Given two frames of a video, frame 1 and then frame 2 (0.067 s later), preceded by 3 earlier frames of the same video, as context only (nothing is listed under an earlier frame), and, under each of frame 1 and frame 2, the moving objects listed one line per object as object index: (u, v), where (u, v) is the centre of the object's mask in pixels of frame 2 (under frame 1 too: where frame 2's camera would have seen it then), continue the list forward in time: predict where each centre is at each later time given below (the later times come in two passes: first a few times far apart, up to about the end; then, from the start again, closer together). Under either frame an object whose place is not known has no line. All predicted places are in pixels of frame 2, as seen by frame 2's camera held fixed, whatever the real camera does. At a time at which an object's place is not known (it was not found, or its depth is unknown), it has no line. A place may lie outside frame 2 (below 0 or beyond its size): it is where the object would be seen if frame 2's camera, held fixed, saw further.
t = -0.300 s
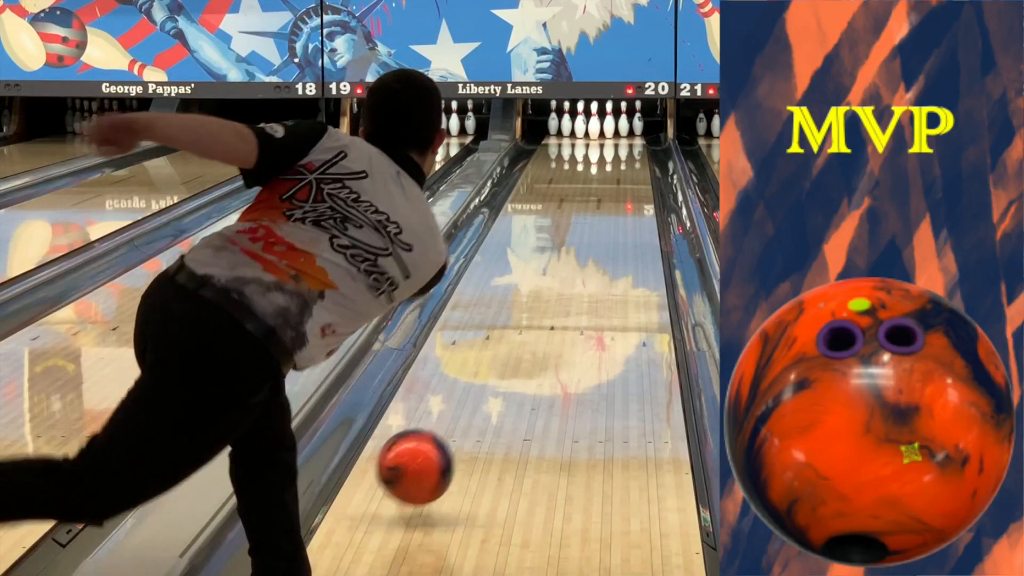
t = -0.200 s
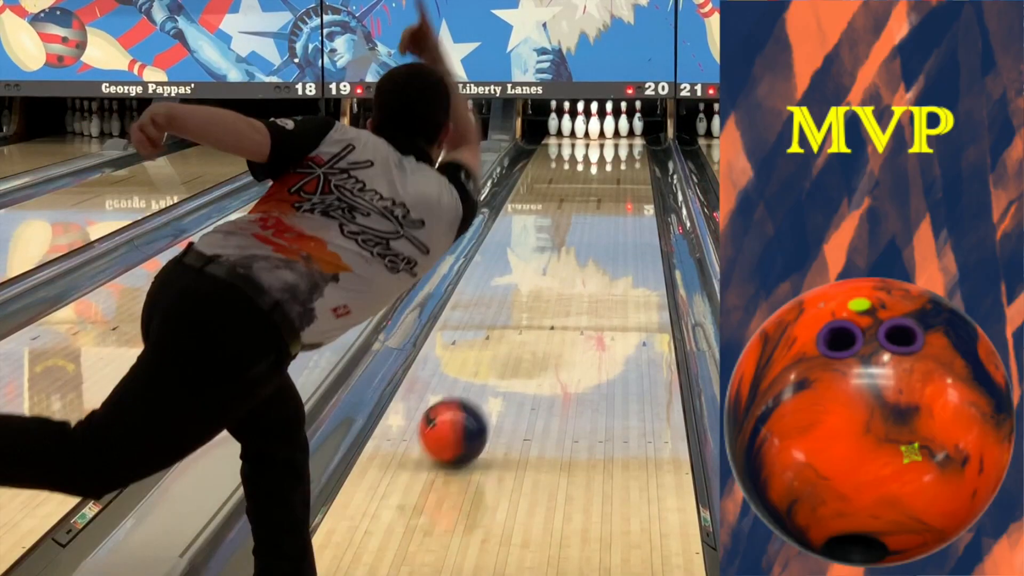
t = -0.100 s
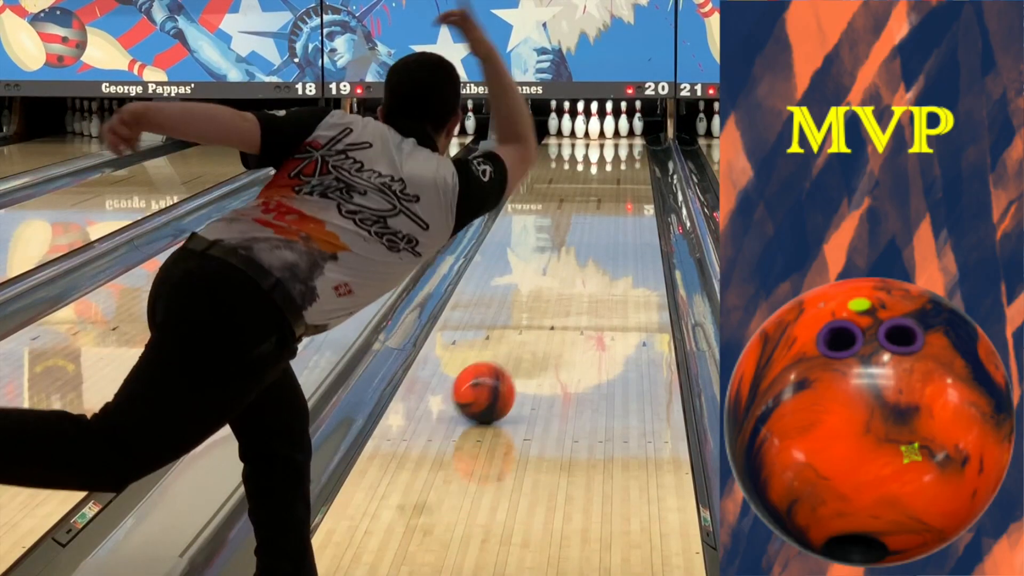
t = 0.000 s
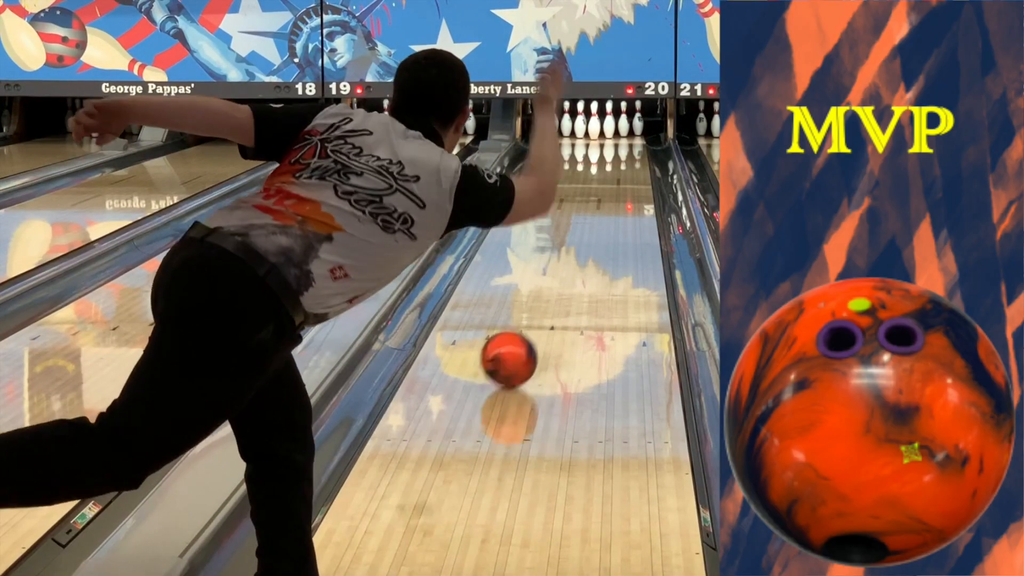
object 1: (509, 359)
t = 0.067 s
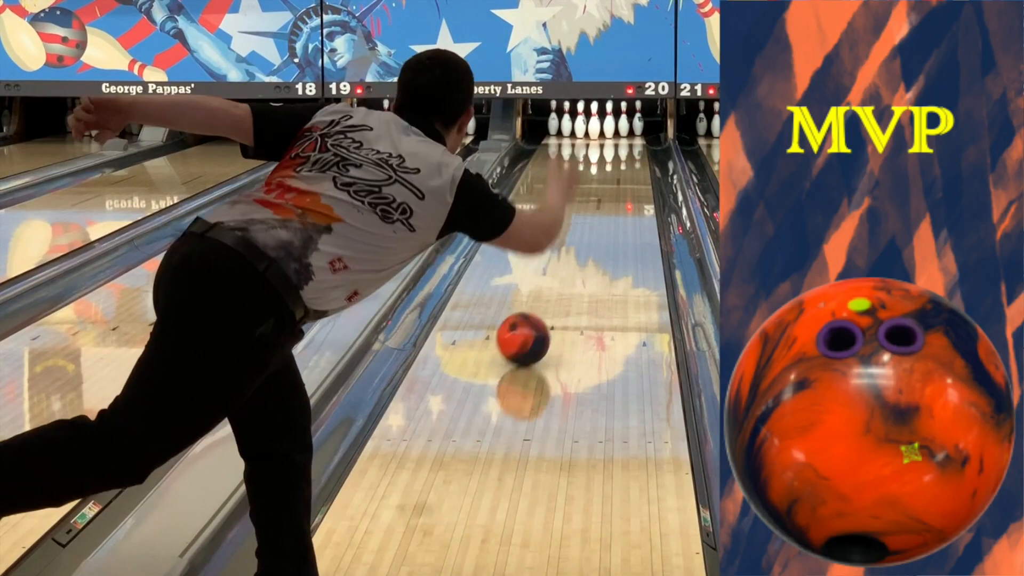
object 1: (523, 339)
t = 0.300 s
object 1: (562, 285)
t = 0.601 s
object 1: (595, 235)
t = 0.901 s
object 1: (617, 201)
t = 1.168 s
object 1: (630, 178)
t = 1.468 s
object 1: (636, 158)
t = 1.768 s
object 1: (628, 144)
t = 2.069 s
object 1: (607, 133)
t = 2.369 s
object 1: (596, 126)
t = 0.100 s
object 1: (530, 330)
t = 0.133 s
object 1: (536, 322)
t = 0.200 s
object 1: (548, 305)
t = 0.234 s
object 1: (552, 298)
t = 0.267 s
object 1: (557, 291)
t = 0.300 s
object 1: (562, 285)
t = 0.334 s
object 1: (567, 278)
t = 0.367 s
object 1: (571, 271)
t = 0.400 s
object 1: (575, 265)
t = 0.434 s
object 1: (579, 260)
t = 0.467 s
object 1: (582, 254)
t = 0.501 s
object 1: (586, 249)
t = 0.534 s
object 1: (589, 244)
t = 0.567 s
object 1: (592, 240)
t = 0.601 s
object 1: (595, 235)
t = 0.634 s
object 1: (598, 231)
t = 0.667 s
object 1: (601, 227)
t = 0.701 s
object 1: (603, 223)
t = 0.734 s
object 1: (606, 218)
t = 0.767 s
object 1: (608, 215)
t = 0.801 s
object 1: (611, 212)
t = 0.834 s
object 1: (613, 208)
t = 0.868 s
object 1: (614, 204)
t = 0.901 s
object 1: (617, 201)
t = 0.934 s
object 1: (619, 198)
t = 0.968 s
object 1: (621, 195)
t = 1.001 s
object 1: (622, 192)
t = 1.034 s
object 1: (624, 189)
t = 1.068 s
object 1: (626, 186)
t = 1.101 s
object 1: (627, 183)
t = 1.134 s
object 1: (628, 181)
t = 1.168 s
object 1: (630, 178)
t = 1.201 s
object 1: (631, 176)
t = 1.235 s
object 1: (632, 173)
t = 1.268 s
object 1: (633, 170)
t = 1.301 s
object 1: (634, 168)
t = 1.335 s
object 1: (635, 166)
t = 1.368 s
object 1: (635, 164)
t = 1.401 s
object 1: (635, 162)
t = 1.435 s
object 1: (636, 160)
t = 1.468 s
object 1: (636, 158)
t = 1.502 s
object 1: (636, 156)
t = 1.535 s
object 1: (635, 154)
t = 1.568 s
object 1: (635, 153)
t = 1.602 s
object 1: (634, 151)
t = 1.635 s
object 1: (634, 149)
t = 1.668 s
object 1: (633, 148)
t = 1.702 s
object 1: (631, 146)
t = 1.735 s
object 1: (630, 145)
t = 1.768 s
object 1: (628, 144)
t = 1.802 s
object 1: (626, 142)
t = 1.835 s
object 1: (624, 141)
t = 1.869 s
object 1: (622, 140)
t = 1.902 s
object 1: (620, 138)
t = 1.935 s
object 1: (617, 137)
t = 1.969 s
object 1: (615, 136)
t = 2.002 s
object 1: (612, 135)
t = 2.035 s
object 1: (610, 134)
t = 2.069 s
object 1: (607, 133)
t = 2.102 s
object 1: (605, 132)
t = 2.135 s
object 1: (603, 130)
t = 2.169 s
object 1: (601, 130)
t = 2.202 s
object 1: (602, 129)
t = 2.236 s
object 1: (600, 128)
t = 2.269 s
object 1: (599, 128)
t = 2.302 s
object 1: (598, 127)
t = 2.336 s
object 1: (597, 127)
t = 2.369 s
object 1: (596, 126)
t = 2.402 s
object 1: (594, 126)
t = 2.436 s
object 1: (591, 125)
